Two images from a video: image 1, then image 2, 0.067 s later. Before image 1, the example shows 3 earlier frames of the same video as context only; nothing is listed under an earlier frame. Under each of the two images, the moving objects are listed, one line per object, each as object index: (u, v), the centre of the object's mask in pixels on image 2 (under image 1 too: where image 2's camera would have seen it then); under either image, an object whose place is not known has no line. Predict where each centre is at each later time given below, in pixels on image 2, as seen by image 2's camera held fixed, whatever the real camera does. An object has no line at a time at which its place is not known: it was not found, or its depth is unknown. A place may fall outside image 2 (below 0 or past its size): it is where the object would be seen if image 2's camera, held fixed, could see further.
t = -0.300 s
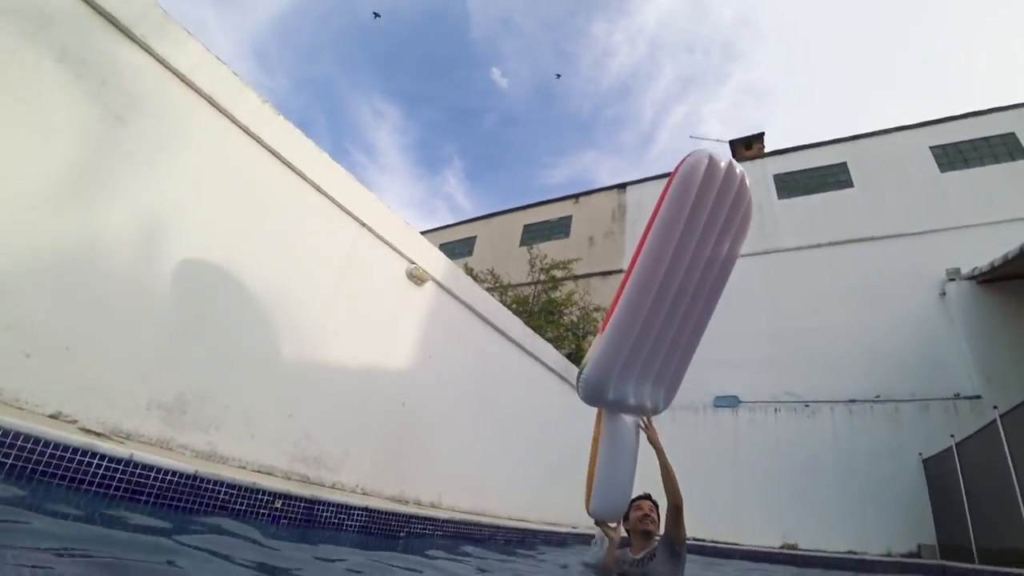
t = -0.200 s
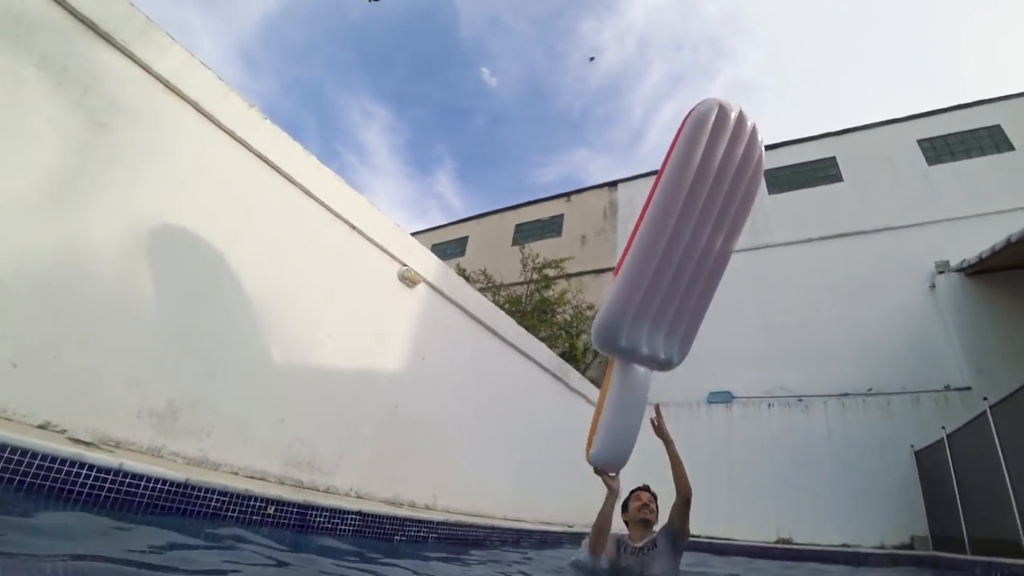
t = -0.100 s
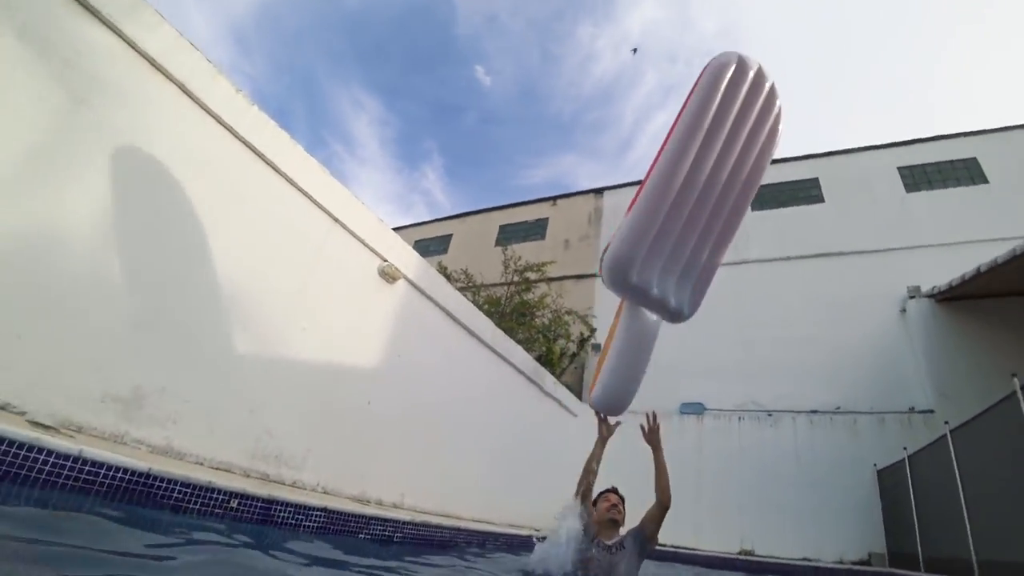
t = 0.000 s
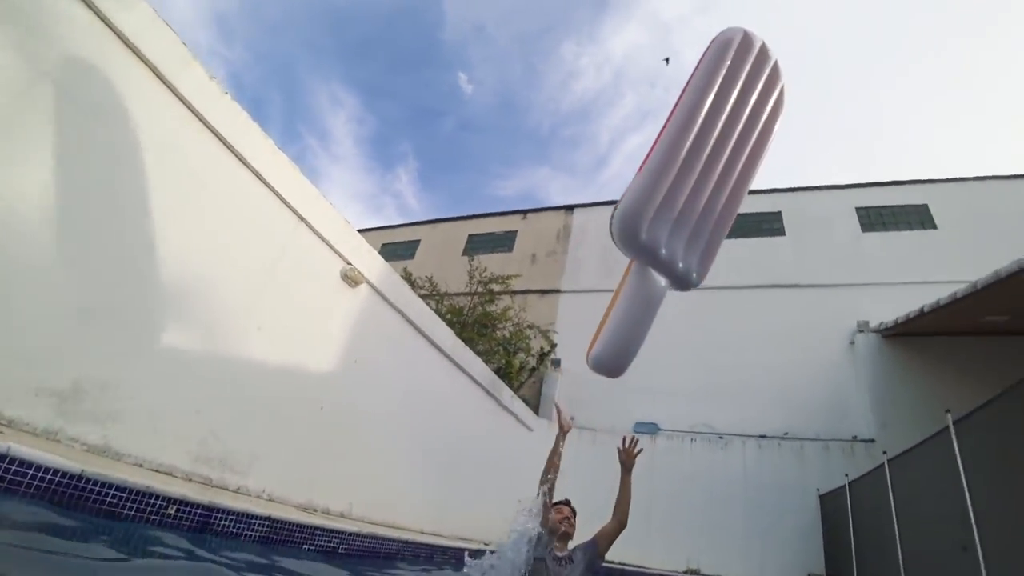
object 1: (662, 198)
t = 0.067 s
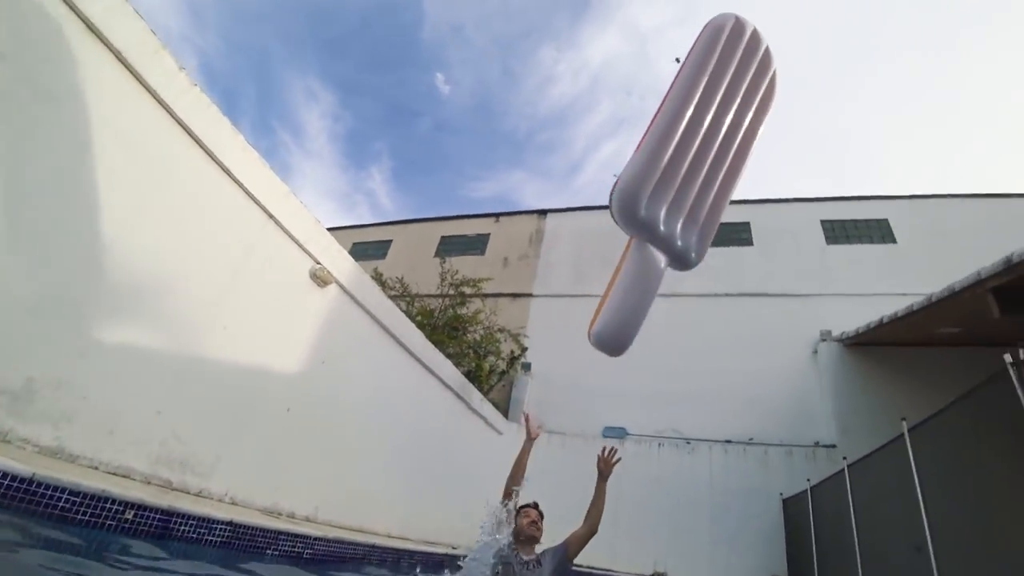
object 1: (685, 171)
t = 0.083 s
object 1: (691, 166)
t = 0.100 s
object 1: (697, 159)
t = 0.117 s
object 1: (703, 154)
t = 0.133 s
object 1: (709, 149)
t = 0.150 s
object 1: (715, 144)
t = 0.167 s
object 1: (722, 138)
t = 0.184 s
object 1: (728, 134)
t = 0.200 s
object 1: (734, 130)
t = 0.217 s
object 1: (740, 127)
